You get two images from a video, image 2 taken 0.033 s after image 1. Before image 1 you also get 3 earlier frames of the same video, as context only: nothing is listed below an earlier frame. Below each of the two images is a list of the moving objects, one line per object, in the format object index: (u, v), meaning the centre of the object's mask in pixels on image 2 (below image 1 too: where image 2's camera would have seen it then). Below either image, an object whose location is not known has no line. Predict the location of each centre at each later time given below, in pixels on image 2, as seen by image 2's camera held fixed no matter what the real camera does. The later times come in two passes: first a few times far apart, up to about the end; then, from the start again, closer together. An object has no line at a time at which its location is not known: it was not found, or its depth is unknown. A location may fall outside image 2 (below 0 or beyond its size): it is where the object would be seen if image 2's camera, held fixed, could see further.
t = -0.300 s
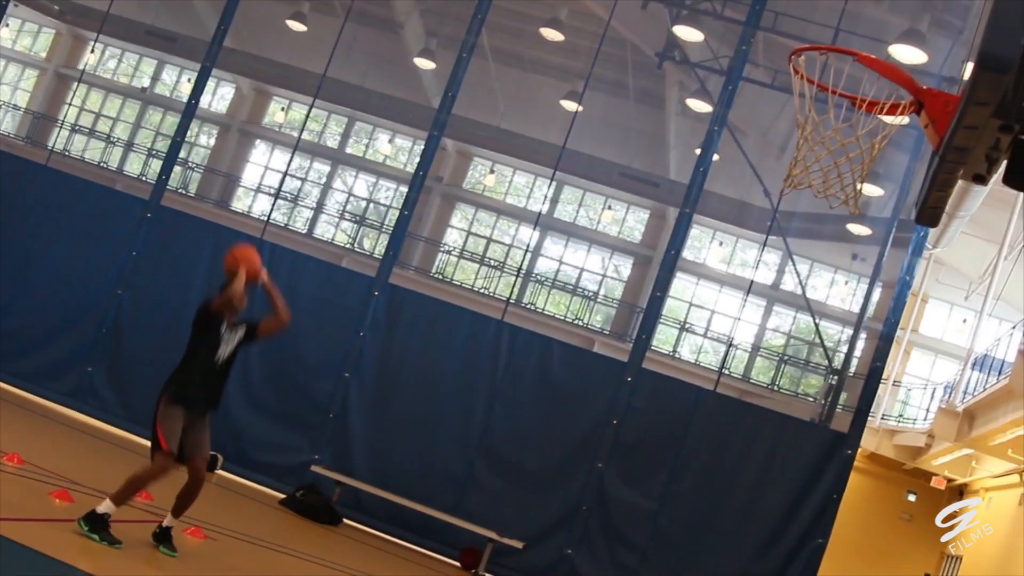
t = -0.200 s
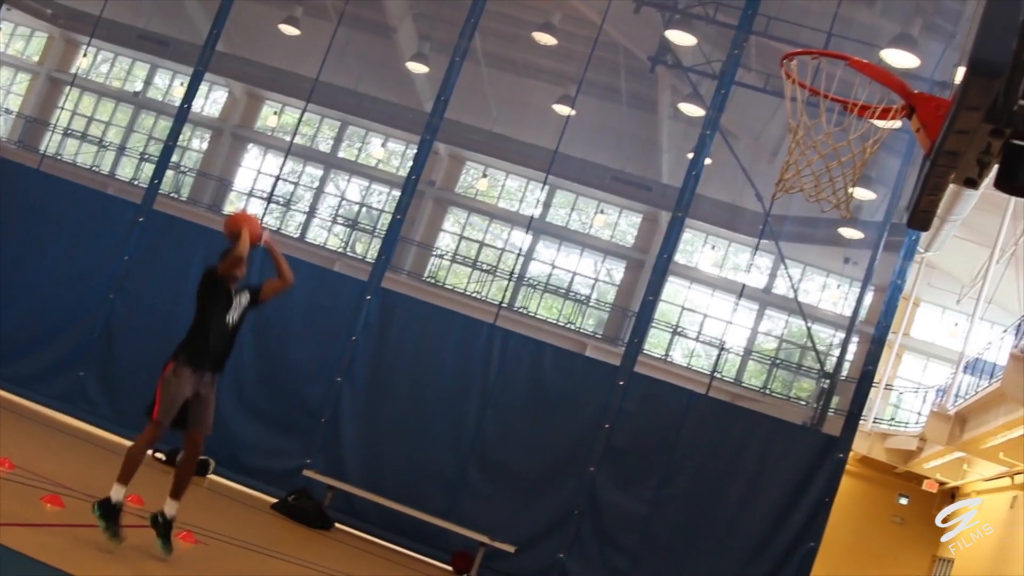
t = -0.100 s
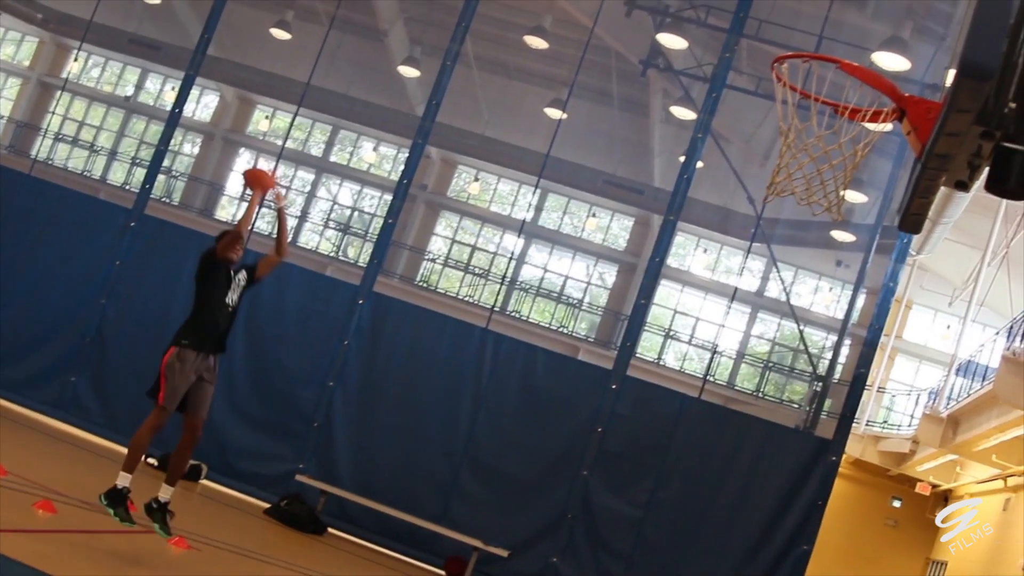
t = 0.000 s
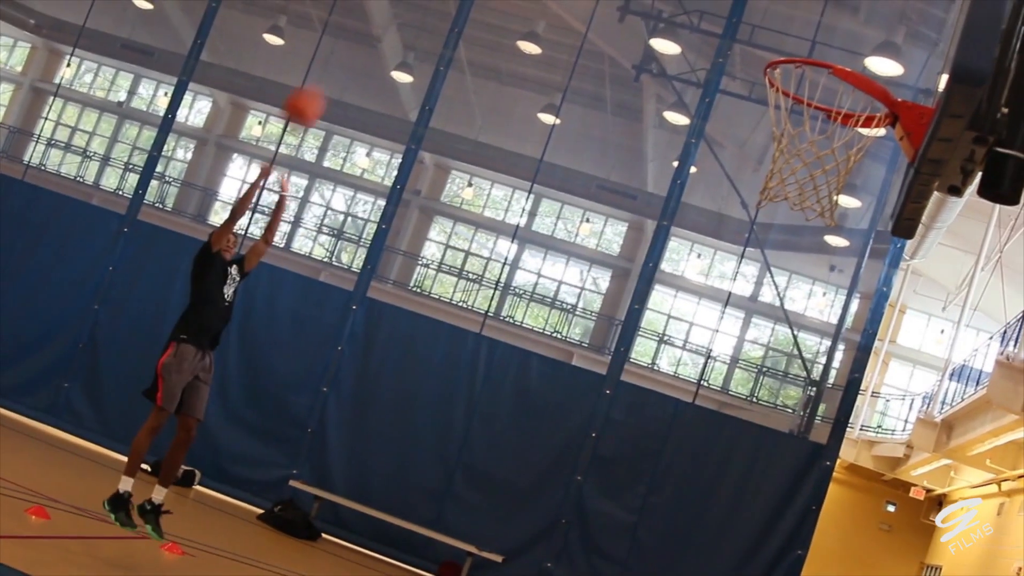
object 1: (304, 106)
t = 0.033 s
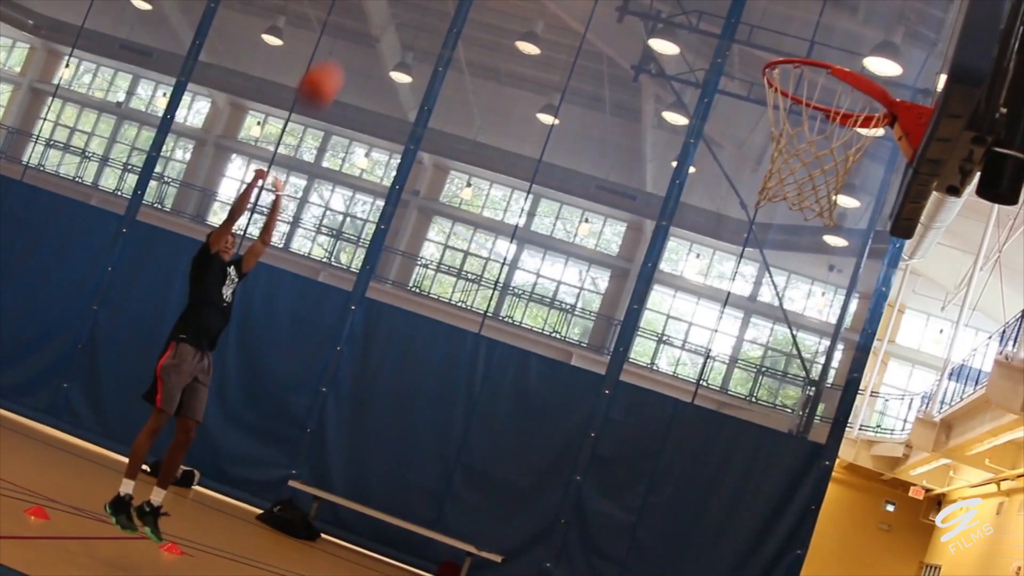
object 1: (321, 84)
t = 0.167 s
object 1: (396, 6)
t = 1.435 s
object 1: (791, 418)
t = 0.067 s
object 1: (340, 59)
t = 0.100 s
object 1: (358, 37)
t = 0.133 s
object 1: (375, 18)
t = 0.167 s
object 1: (396, 6)
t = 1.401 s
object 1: (801, 377)
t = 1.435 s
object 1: (791, 418)
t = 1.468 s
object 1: (783, 464)
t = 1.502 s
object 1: (773, 506)
